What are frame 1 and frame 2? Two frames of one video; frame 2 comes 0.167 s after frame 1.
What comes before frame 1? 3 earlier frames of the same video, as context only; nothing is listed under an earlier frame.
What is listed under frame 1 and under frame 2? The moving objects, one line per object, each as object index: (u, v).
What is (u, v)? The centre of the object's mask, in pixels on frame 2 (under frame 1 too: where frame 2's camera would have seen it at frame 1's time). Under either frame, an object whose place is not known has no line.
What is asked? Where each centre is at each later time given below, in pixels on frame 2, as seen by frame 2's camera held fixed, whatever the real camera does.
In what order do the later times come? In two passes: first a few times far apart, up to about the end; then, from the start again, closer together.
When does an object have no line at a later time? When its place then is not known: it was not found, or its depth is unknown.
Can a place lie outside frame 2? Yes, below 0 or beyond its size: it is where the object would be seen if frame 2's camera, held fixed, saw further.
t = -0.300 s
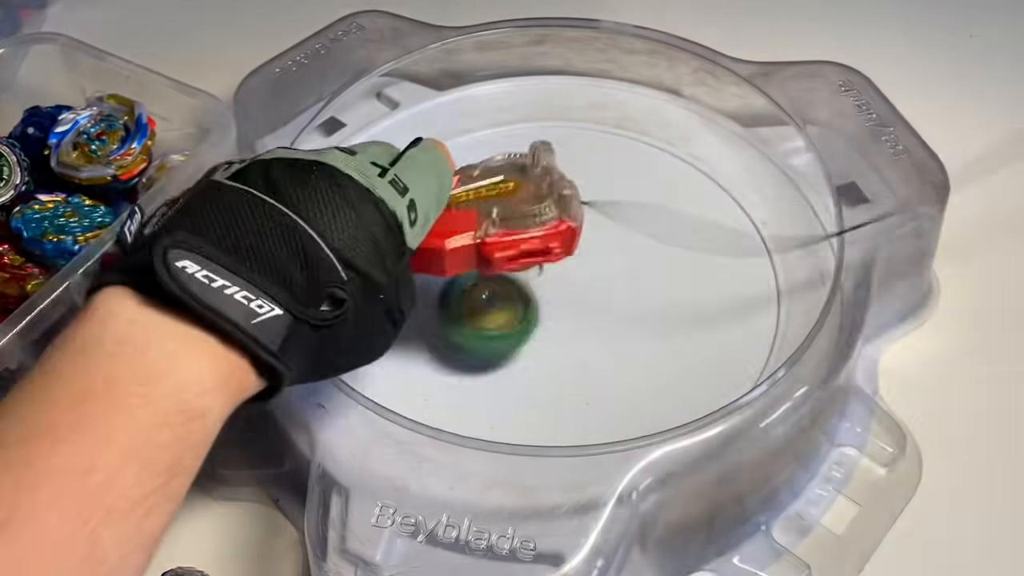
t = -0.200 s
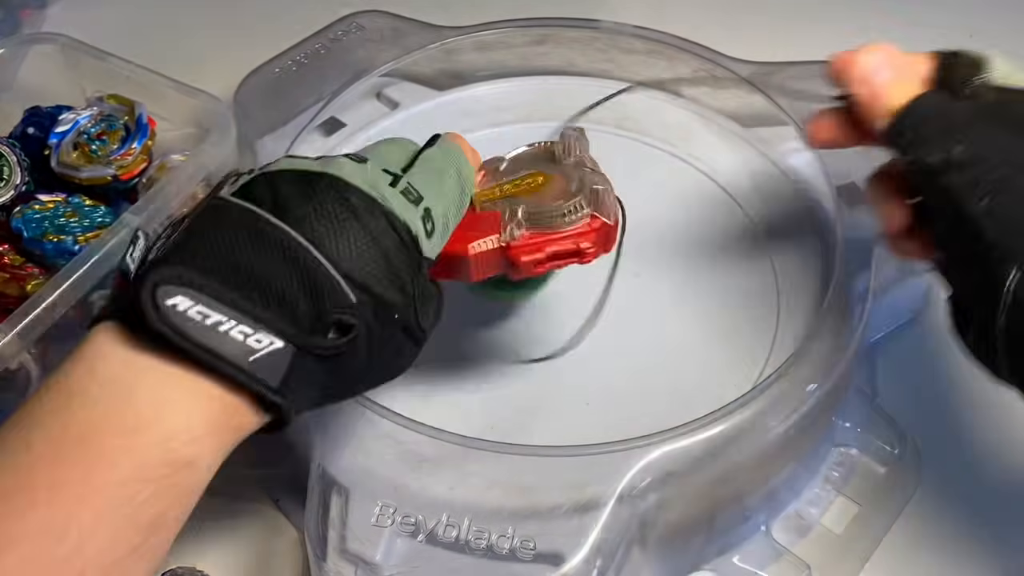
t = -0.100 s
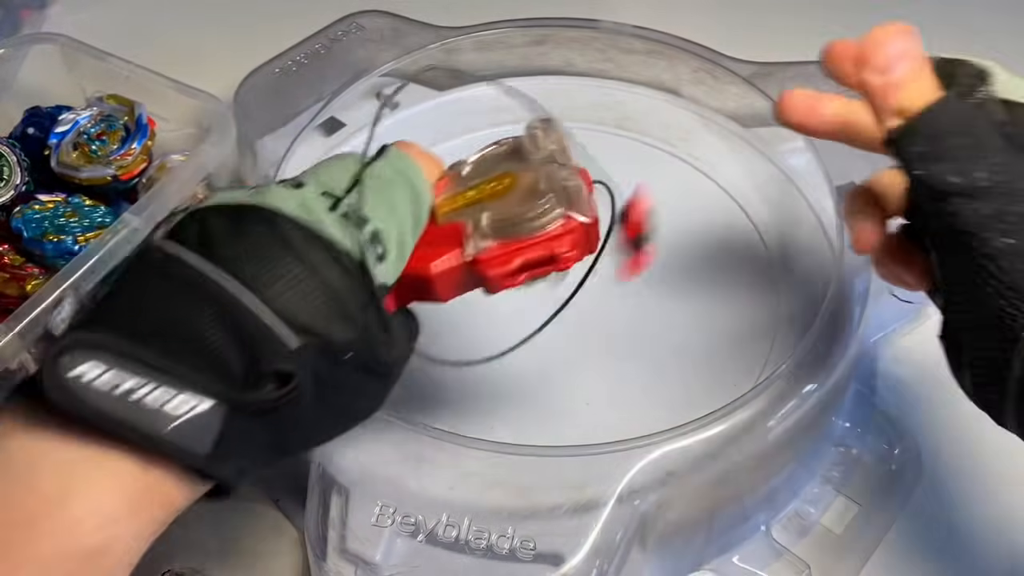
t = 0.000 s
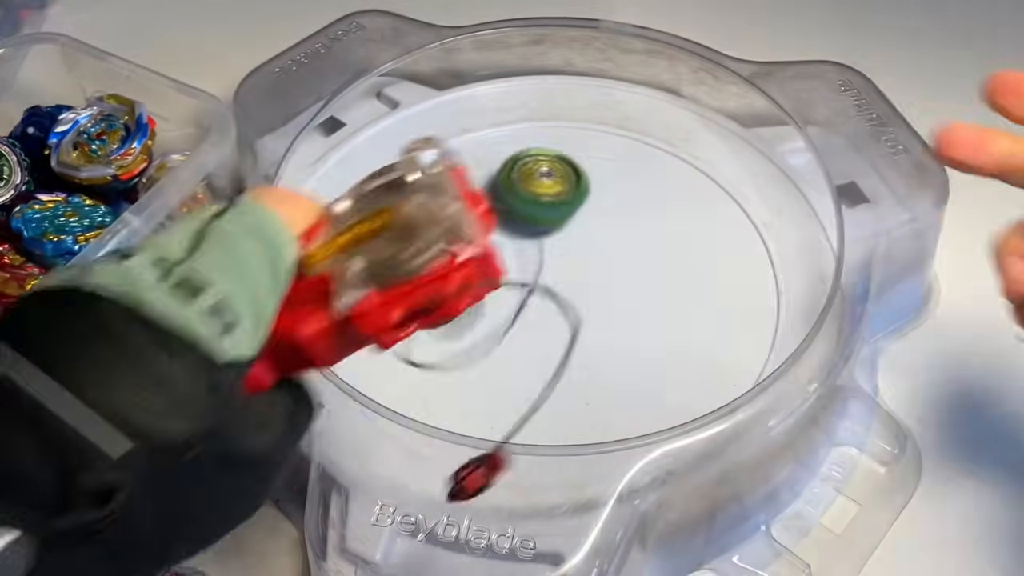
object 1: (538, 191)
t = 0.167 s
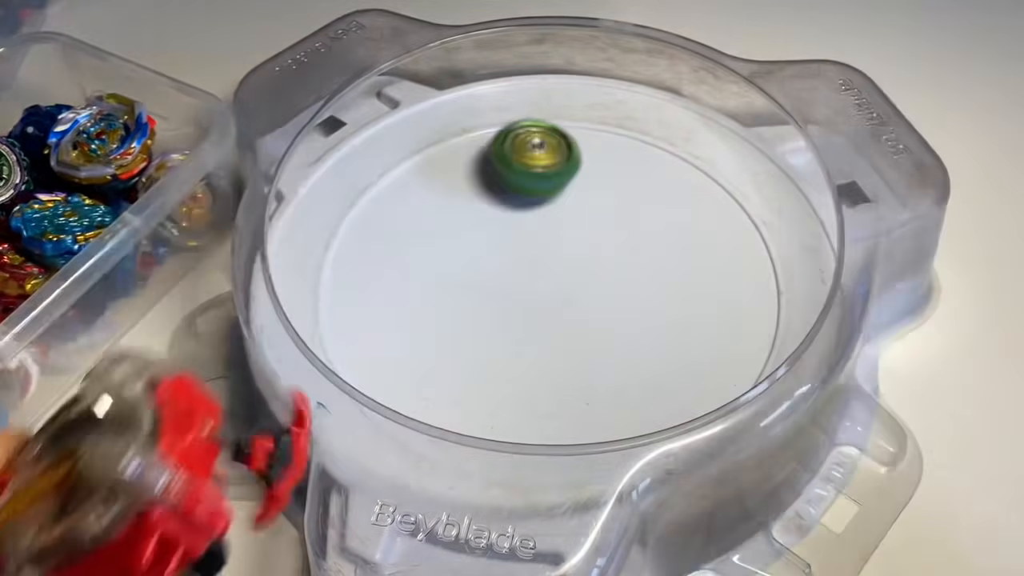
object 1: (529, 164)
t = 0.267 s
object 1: (506, 183)
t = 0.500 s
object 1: (447, 266)
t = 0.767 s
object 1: (599, 302)
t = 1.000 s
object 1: (659, 186)
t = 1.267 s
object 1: (461, 154)
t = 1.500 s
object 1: (350, 325)
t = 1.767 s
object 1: (682, 410)
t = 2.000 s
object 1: (691, 159)
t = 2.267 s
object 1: (354, 198)
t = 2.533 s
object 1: (565, 446)
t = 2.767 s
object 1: (745, 216)
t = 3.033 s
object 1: (426, 138)
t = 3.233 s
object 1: (347, 346)
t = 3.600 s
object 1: (757, 249)
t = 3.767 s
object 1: (614, 120)
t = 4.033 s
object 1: (334, 231)
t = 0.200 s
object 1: (522, 166)
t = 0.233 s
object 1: (514, 172)
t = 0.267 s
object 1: (506, 183)
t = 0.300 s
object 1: (496, 192)
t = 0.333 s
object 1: (485, 204)
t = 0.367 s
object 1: (475, 216)
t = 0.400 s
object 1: (464, 228)
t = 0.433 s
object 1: (455, 241)
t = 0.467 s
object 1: (449, 254)
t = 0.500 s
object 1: (447, 266)
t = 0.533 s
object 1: (449, 278)
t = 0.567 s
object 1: (459, 290)
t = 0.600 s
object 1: (473, 301)
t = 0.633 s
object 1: (493, 309)
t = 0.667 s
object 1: (519, 313)
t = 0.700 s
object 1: (545, 313)
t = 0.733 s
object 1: (573, 309)
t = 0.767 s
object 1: (599, 302)
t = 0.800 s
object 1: (622, 289)
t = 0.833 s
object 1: (642, 274)
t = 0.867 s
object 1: (657, 257)
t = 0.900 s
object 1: (666, 239)
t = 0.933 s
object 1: (669, 219)
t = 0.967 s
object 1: (666, 201)
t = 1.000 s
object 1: (659, 186)
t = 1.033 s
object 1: (645, 172)
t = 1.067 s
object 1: (627, 160)
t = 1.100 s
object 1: (604, 151)
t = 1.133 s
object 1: (579, 146)
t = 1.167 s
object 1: (551, 141)
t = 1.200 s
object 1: (522, 141)
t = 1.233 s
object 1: (492, 146)
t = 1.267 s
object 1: (461, 154)
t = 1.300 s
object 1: (432, 167)
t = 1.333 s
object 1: (403, 184)
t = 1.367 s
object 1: (377, 207)
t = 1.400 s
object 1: (356, 234)
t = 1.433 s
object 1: (343, 264)
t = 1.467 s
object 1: (341, 295)
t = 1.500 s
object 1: (350, 325)
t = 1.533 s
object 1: (360, 362)
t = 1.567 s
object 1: (386, 394)
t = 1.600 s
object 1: (424, 419)
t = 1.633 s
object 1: (471, 435)
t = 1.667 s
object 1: (523, 444)
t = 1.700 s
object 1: (577, 443)
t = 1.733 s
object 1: (634, 431)
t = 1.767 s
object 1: (682, 410)
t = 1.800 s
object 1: (718, 375)
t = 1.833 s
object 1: (745, 339)
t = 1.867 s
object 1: (761, 301)
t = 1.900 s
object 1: (762, 261)
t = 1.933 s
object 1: (748, 222)
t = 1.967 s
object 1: (727, 186)
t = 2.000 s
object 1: (691, 159)
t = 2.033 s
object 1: (653, 135)
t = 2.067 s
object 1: (609, 120)
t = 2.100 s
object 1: (562, 113)
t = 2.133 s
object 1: (514, 115)
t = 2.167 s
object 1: (468, 123)
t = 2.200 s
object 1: (424, 140)
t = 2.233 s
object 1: (385, 166)
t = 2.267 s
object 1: (354, 198)
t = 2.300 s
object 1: (335, 236)
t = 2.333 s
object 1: (330, 277)
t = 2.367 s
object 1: (344, 316)
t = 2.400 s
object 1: (359, 362)
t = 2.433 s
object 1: (395, 400)
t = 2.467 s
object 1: (444, 427)
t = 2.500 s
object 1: (505, 444)
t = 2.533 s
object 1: (565, 446)
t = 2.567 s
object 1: (625, 431)
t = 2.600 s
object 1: (679, 410)
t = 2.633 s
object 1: (721, 374)
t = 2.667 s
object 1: (746, 336)
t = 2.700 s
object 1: (761, 297)
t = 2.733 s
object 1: (760, 254)
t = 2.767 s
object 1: (745, 216)
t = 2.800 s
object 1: (719, 181)
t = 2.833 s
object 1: (686, 153)
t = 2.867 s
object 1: (648, 132)
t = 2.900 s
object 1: (604, 118)
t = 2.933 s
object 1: (558, 112)
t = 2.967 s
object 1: (514, 112)
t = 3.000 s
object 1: (469, 122)
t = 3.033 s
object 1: (426, 138)
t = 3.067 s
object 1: (389, 160)
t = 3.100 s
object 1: (361, 191)
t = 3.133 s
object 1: (338, 226)
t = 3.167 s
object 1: (327, 263)
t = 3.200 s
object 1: (337, 301)
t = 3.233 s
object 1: (347, 346)
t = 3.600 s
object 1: (757, 249)
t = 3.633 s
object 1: (745, 211)
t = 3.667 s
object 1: (720, 181)
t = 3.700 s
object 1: (689, 154)
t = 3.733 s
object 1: (654, 133)
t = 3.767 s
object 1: (614, 120)
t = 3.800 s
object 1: (571, 112)
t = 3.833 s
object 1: (528, 111)
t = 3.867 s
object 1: (486, 117)
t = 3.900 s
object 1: (445, 127)
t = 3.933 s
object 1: (409, 147)
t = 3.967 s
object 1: (376, 171)
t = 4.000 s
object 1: (351, 198)
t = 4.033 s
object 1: (334, 231)
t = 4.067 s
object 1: (328, 267)
